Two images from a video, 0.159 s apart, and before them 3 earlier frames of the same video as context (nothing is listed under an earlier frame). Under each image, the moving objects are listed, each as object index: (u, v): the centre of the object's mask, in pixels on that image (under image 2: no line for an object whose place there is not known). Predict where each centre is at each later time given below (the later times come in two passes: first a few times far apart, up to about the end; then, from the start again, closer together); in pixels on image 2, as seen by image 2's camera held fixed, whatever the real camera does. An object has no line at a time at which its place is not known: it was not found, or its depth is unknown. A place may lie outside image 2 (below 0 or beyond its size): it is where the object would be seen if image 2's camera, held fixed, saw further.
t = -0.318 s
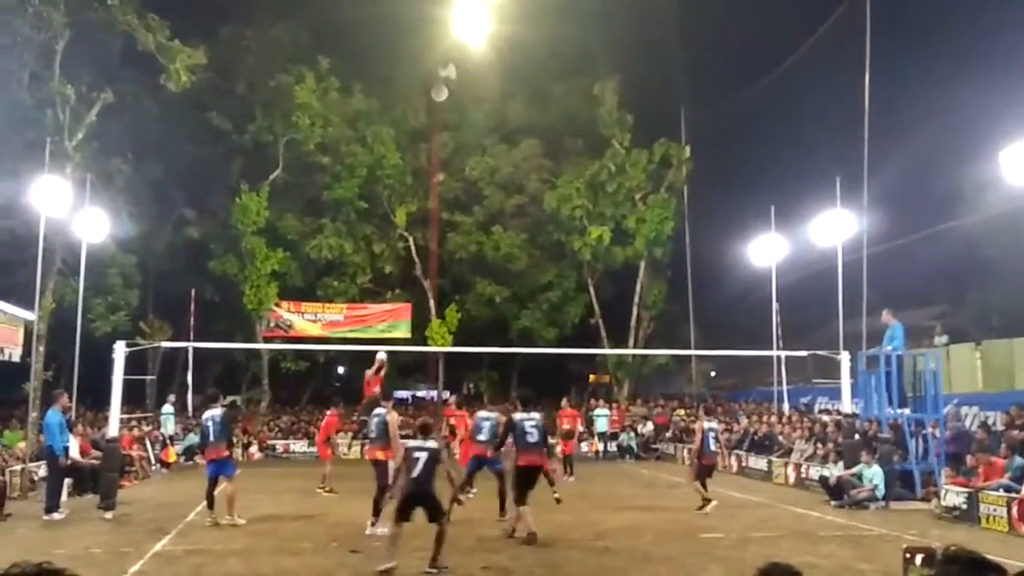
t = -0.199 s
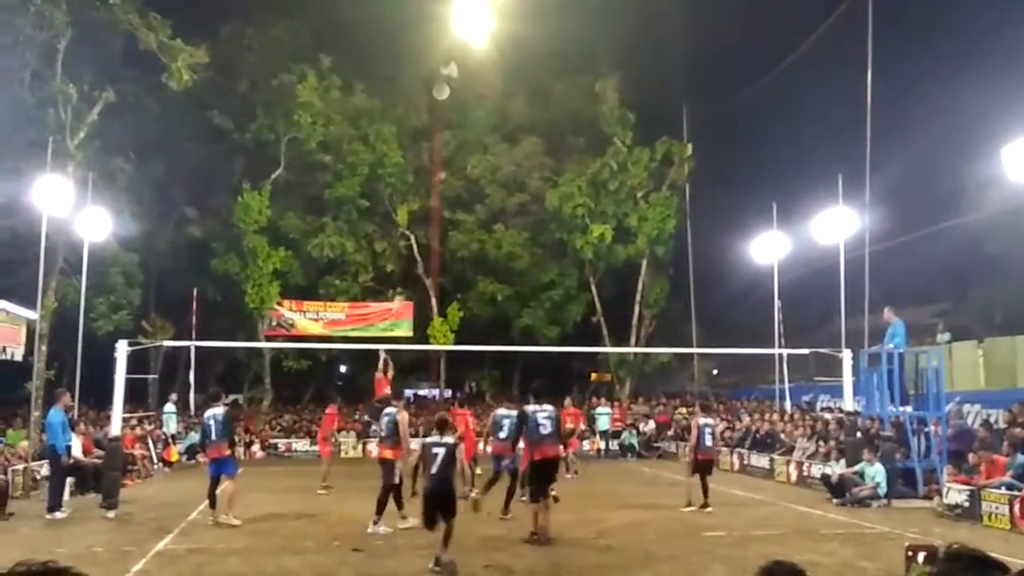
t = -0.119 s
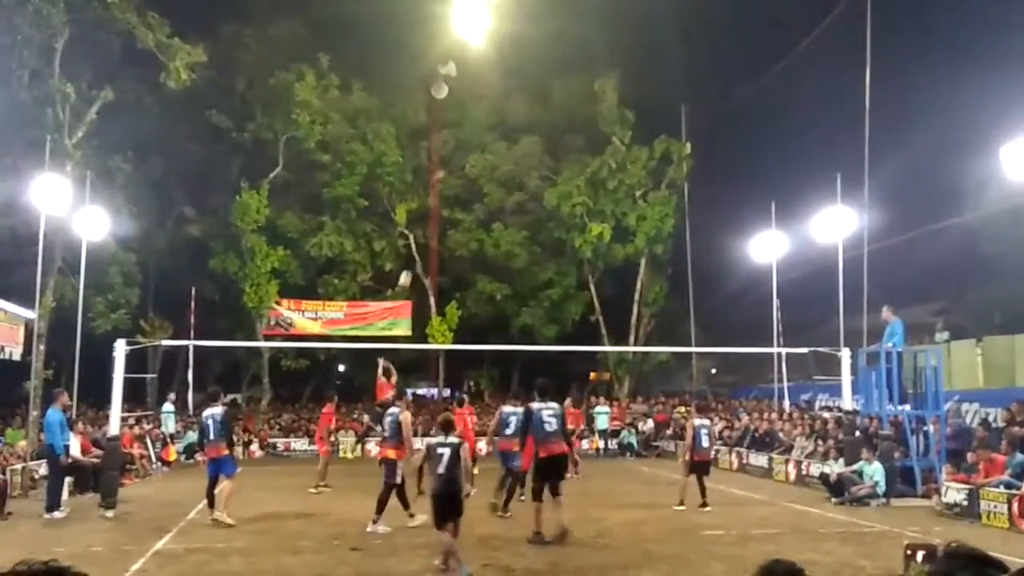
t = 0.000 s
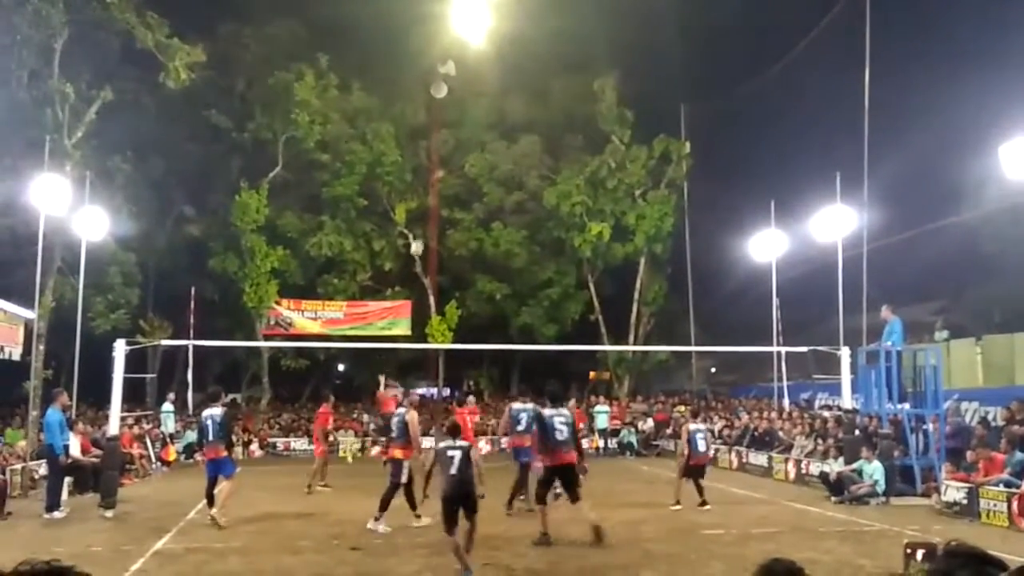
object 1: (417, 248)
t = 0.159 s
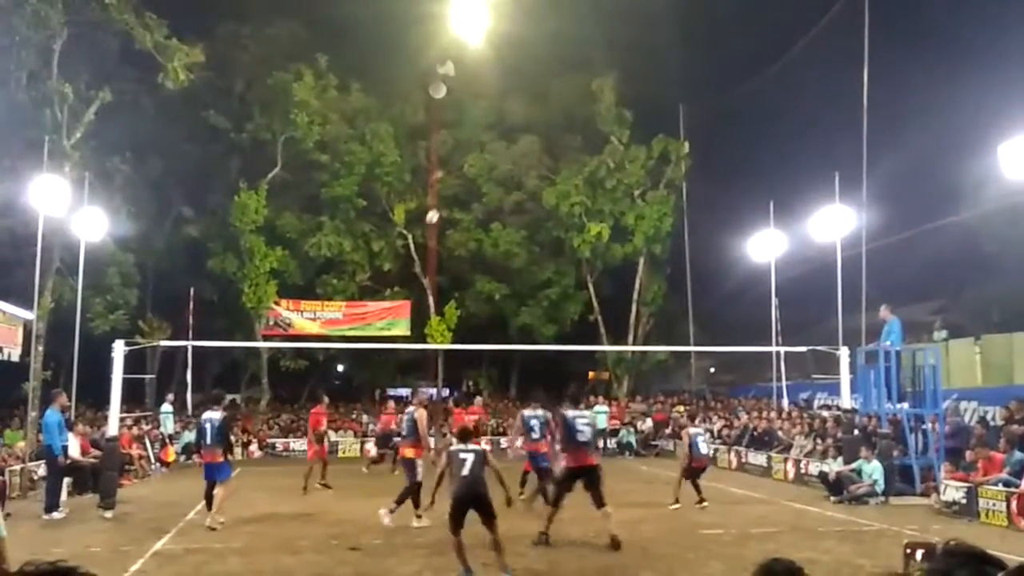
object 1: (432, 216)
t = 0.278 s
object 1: (444, 200)
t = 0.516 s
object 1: (468, 188)
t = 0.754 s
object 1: (492, 206)
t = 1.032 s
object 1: (520, 266)
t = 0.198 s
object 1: (436, 211)
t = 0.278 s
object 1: (444, 200)
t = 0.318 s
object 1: (448, 197)
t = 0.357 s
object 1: (452, 193)
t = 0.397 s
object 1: (457, 191)
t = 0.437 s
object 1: (460, 189)
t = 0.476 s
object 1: (464, 188)
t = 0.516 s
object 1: (468, 188)
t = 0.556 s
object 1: (472, 189)
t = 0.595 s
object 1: (477, 190)
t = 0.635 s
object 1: (480, 193)
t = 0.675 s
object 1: (484, 196)
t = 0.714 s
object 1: (488, 200)
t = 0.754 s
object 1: (492, 206)
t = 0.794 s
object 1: (496, 212)
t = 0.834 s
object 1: (500, 218)
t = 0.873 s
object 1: (504, 226)
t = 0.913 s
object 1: (508, 234)
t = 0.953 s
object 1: (513, 244)
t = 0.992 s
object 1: (517, 255)
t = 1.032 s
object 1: (520, 266)
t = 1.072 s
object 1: (525, 278)
